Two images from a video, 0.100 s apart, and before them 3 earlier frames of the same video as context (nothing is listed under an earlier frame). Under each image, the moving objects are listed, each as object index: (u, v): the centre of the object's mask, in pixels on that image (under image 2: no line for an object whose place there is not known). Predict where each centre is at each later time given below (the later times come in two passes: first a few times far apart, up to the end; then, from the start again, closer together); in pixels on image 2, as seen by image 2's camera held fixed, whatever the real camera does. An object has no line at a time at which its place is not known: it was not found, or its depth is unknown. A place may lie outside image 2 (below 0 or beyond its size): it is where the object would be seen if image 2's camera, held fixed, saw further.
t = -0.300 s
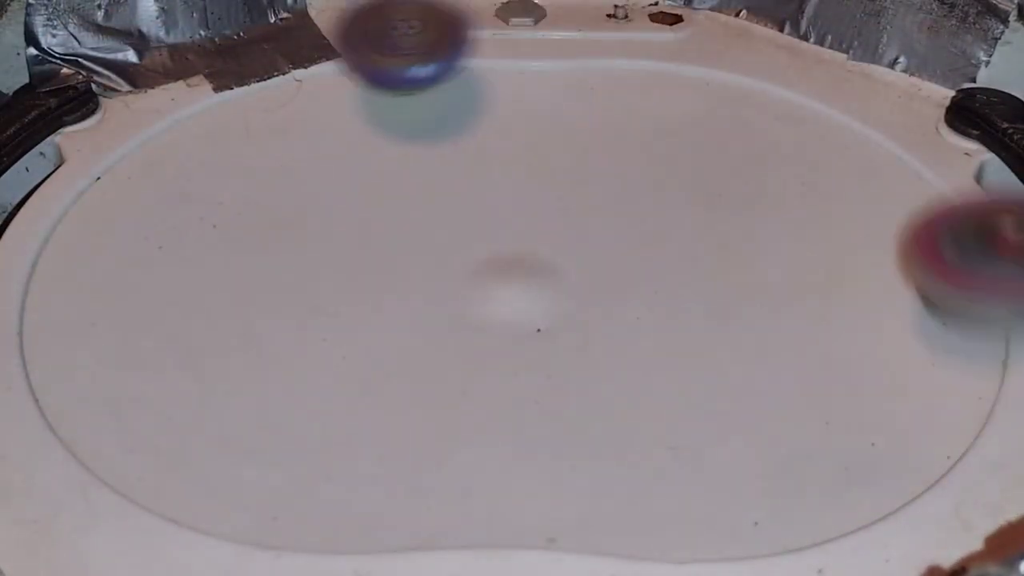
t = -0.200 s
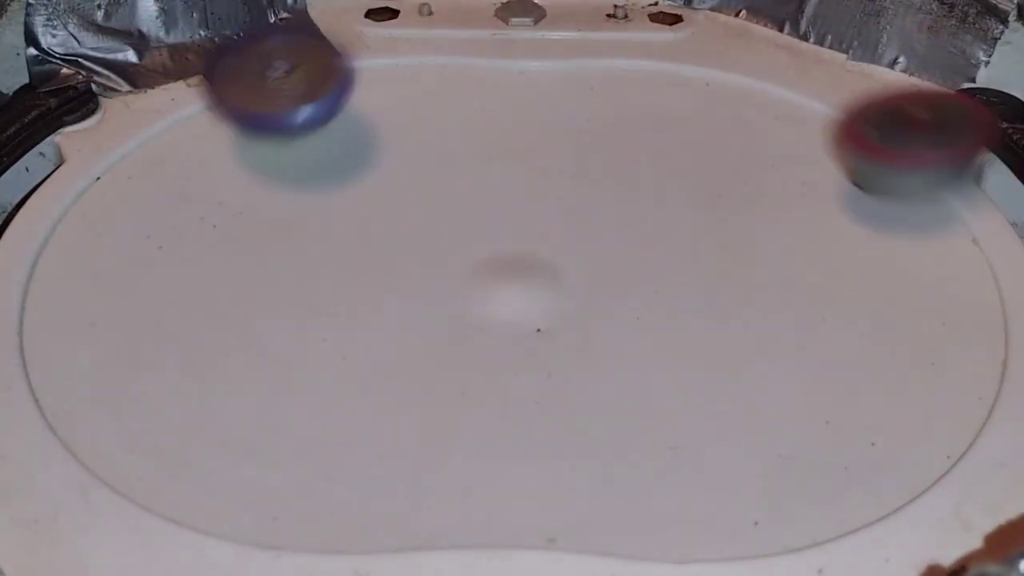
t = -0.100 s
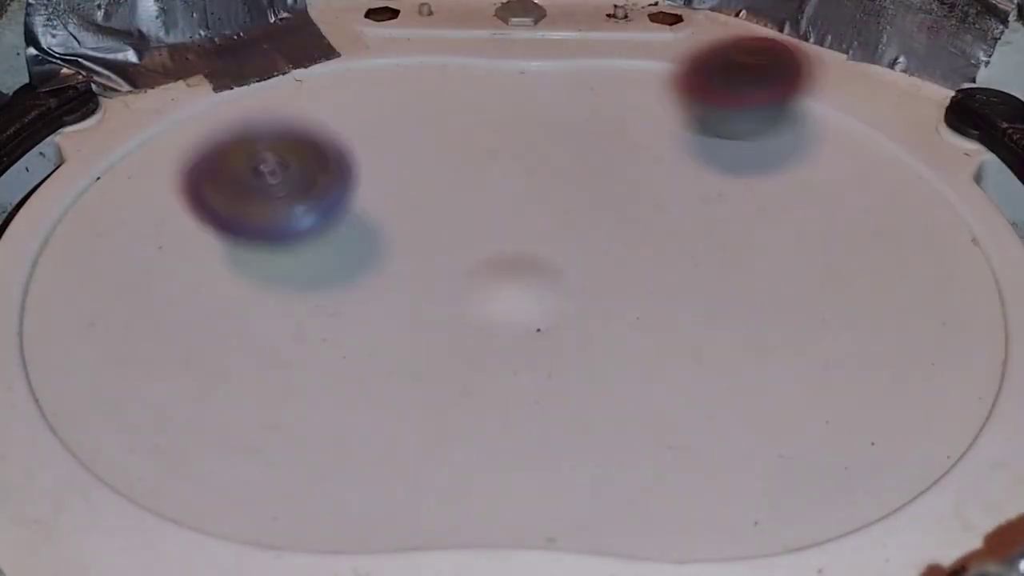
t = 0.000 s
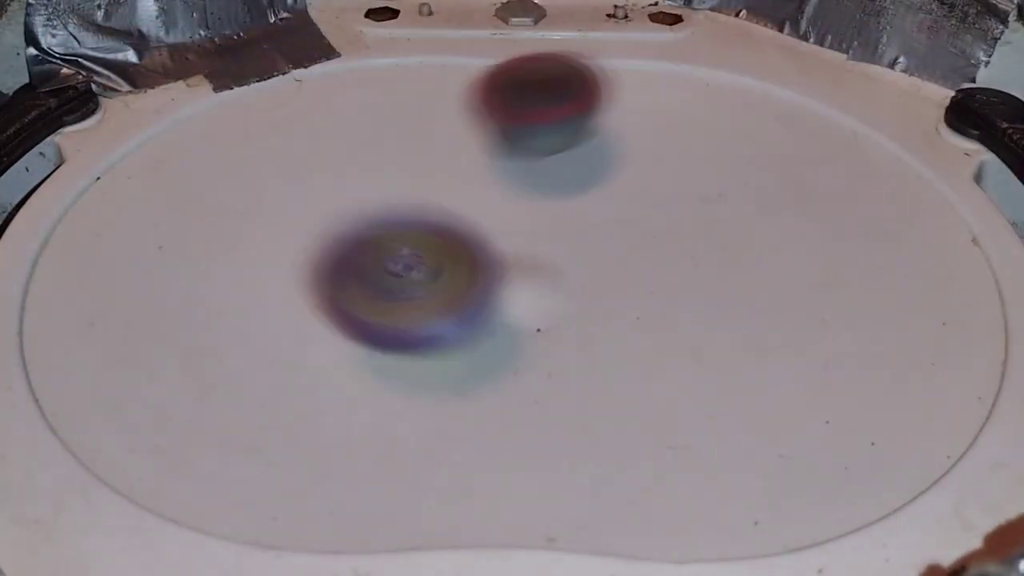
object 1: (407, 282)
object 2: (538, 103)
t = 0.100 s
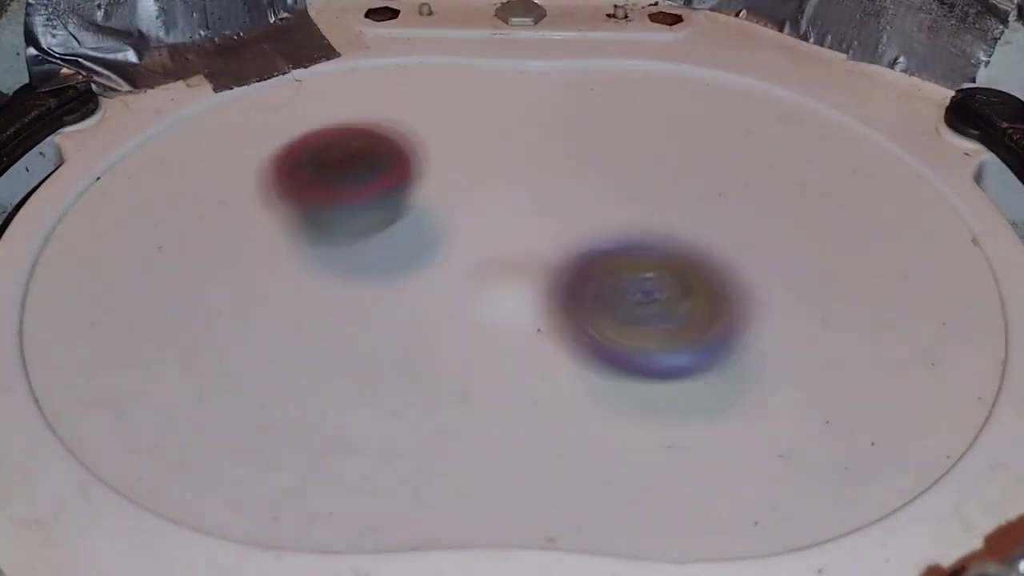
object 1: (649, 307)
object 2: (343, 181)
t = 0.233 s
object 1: (882, 211)
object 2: (201, 374)
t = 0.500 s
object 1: (698, 40)
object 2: (797, 363)
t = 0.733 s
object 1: (395, 172)
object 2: (663, 163)
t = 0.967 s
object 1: (607, 388)
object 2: (195, 209)
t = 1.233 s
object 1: (958, 246)
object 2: (482, 443)
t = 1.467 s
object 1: (707, 111)
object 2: (762, 202)
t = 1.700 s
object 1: (292, 49)
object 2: (406, 174)
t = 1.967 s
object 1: (64, 242)
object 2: (259, 431)
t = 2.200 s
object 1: (411, 396)
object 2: (779, 306)
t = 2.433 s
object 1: (733, 233)
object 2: (553, 87)
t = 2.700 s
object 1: (574, 64)
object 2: (101, 117)
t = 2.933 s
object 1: (297, 83)
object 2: (296, 390)
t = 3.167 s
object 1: (316, 273)
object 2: (767, 241)
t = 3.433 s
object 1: (732, 300)
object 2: (568, 37)
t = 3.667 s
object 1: (809, 145)
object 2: (243, 133)
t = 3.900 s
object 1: (591, 95)
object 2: (449, 360)
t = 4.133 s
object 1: (383, 201)
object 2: (901, 282)
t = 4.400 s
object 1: (526, 358)
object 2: (771, 80)
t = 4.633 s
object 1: (786, 304)
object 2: (418, 133)
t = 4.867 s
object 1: (652, 169)
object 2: (266, 335)
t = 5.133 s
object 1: (367, 162)
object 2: (737, 421)
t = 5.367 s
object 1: (250, 273)
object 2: (757, 198)
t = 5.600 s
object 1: (487, 326)
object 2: (470, 103)
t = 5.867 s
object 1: (621, 189)
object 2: (144, 171)
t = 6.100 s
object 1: (484, 112)
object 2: (299, 371)
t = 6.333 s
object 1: (327, 153)
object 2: (696, 274)
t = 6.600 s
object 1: (456, 284)
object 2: (660, 78)
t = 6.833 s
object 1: (693, 262)
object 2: (390, 78)
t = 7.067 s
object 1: (724, 159)
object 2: (320, 257)
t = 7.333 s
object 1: (526, 148)
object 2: (713, 370)
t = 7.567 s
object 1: (403, 236)
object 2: (881, 211)
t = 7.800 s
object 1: (521, 334)
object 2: (586, 115)
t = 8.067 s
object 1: (670, 257)
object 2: (275, 226)
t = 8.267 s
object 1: (578, 179)
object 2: (300, 392)
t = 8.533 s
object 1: (384, 155)
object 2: (691, 315)
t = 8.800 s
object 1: (317, 245)
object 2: (570, 125)
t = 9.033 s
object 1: (495, 283)
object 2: (317, 93)
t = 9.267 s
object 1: (638, 213)
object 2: (234, 240)
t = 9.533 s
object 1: (585, 136)
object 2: (607, 314)
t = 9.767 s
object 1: (463, 177)
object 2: (773, 175)
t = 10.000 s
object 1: (457, 254)
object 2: (614, 88)
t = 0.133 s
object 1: (727, 295)
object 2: (290, 217)
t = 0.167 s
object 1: (793, 273)
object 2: (245, 263)
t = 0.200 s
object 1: (846, 243)
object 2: (213, 311)
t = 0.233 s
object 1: (882, 211)
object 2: (201, 374)
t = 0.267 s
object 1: (905, 179)
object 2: (215, 430)
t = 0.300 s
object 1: (912, 146)
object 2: (276, 468)
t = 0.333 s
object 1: (910, 111)
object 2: (380, 444)
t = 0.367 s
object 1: (874, 85)
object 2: (481, 435)
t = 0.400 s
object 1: (831, 69)
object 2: (575, 420)
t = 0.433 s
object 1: (789, 50)
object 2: (656, 404)
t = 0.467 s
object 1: (743, 43)
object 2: (732, 387)
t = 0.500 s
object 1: (698, 40)
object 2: (797, 363)
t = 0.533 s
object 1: (649, 42)
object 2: (837, 333)
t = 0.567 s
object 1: (601, 51)
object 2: (852, 299)
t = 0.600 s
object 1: (552, 70)
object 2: (844, 265)
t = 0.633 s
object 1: (503, 90)
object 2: (817, 232)
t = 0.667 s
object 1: (458, 115)
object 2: (775, 203)
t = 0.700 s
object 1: (422, 141)
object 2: (724, 180)
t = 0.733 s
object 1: (395, 172)
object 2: (663, 163)
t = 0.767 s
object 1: (382, 204)
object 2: (599, 152)
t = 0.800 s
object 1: (381, 241)
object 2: (533, 147)
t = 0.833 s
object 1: (394, 280)
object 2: (462, 148)
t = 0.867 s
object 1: (423, 319)
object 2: (391, 155)
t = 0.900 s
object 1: (469, 347)
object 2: (321, 166)
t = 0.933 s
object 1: (529, 369)
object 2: (255, 184)
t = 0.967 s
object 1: (607, 388)
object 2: (195, 209)
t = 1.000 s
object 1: (694, 404)
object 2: (140, 245)
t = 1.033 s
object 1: (777, 406)
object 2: (98, 288)
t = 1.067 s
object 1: (854, 398)
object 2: (83, 341)
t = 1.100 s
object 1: (913, 378)
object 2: (89, 397)
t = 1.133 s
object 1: (941, 350)
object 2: (167, 430)
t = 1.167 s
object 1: (958, 317)
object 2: (266, 458)
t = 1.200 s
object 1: (959, 281)
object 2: (372, 460)
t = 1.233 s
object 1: (958, 246)
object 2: (482, 443)
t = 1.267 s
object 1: (950, 213)
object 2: (591, 428)
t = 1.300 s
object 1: (934, 188)
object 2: (680, 407)
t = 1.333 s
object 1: (900, 164)
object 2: (744, 371)
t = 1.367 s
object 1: (858, 144)
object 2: (779, 328)
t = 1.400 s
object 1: (813, 129)
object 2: (792, 283)
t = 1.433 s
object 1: (761, 119)
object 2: (785, 238)
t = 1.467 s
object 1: (707, 111)
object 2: (762, 202)
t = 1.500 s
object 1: (641, 83)
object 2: (738, 196)
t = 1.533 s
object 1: (584, 58)
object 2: (704, 188)
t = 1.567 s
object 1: (527, 40)
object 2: (656, 177)
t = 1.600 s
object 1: (468, 39)
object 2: (601, 167)
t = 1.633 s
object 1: (408, 41)
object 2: (539, 164)
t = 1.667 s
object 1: (347, 44)
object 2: (474, 167)
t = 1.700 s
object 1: (292, 49)
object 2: (406, 174)
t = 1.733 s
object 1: (242, 55)
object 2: (344, 186)
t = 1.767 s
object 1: (196, 63)
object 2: (288, 207)
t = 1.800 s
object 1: (154, 86)
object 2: (239, 235)
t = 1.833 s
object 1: (114, 114)
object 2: (200, 270)
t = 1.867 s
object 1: (83, 144)
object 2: (177, 309)
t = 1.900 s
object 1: (69, 176)
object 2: (174, 356)
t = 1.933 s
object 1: (62, 205)
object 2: (201, 400)
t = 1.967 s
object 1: (64, 242)
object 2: (259, 431)
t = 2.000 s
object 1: (72, 282)
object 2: (348, 446)
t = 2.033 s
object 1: (87, 319)
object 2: (444, 438)
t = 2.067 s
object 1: (121, 355)
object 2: (541, 424)
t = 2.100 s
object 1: (180, 381)
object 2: (635, 410)
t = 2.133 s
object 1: (252, 399)
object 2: (708, 384)
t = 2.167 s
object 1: (330, 404)
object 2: (755, 348)
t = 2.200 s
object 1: (411, 396)
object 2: (779, 306)
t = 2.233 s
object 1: (487, 381)
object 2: (782, 263)
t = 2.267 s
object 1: (552, 366)
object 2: (767, 224)
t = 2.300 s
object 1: (613, 348)
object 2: (741, 188)
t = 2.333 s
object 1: (665, 325)
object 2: (703, 156)
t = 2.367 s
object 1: (701, 297)
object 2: (657, 126)
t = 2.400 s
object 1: (723, 266)
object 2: (608, 104)
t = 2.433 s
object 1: (733, 233)
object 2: (553, 87)
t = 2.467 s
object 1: (735, 203)
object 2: (494, 76)
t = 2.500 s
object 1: (728, 174)
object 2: (433, 67)
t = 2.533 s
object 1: (716, 148)
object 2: (372, 59)
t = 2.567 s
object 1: (697, 124)
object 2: (308, 58)
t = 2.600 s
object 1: (672, 103)
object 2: (250, 62)
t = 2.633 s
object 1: (643, 85)
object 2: (194, 73)
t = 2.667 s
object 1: (611, 73)
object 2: (141, 91)
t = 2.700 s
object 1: (574, 64)
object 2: (101, 117)
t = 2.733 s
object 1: (535, 61)
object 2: (75, 152)
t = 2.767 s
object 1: (493, 60)
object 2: (67, 195)
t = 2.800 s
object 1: (450, 59)
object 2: (71, 244)
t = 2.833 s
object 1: (408, 61)
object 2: (87, 289)
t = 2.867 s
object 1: (370, 65)
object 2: (129, 335)
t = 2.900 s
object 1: (331, 73)
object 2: (203, 370)
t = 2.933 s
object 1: (297, 83)
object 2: (296, 390)
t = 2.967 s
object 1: (274, 112)
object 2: (388, 391)
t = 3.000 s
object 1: (256, 134)
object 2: (474, 378)
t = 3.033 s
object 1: (247, 157)
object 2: (564, 362)
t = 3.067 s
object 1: (249, 184)
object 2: (646, 342)
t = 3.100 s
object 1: (261, 214)
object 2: (707, 311)
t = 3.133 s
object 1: (284, 244)
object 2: (746, 278)
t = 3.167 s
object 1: (316, 273)
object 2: (767, 241)
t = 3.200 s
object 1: (357, 296)
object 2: (774, 205)
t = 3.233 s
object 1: (405, 313)
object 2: (771, 168)
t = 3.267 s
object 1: (459, 322)
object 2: (758, 133)
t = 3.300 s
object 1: (516, 326)
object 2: (735, 100)
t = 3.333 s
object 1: (577, 326)
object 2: (702, 72)
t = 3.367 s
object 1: (635, 325)
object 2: (663, 51)
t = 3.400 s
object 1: (687, 316)
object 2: (617, 40)
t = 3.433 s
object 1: (732, 300)
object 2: (568, 37)
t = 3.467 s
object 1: (769, 282)
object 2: (513, 39)
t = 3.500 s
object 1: (797, 260)
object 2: (455, 42)
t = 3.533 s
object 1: (814, 234)
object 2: (399, 44)
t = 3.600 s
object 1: (827, 187)
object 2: (301, 73)
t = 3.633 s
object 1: (822, 164)
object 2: (267, 99)
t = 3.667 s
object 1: (809, 145)
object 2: (243, 133)
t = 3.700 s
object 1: (790, 124)
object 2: (233, 168)
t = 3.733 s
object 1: (764, 109)
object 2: (238, 208)
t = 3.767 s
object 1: (733, 99)
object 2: (255, 245)
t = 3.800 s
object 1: (701, 89)
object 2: (286, 282)
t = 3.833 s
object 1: (665, 88)
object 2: (330, 317)
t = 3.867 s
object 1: (628, 89)
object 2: (385, 345)
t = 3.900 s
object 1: (591, 95)
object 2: (449, 360)
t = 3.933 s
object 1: (553, 104)
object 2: (522, 366)
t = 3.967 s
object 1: (517, 117)
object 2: (606, 371)
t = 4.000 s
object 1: (483, 130)
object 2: (685, 370)
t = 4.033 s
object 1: (451, 143)
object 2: (755, 361)
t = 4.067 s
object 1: (422, 159)
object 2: (821, 342)
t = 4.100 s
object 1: (399, 179)
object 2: (869, 313)
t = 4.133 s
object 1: (383, 201)
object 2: (901, 282)
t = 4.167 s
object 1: (372, 226)
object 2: (920, 249)
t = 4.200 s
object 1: (368, 251)
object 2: (926, 216)
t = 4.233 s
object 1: (371, 277)
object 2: (919, 184)
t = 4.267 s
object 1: (385, 302)
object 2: (903, 156)
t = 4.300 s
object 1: (409, 323)
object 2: (881, 131)
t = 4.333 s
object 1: (440, 341)
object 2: (853, 110)
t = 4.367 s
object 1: (481, 351)
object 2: (815, 92)
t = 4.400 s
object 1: (526, 358)
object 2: (771, 80)
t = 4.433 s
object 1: (574, 367)
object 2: (722, 73)
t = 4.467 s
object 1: (624, 372)
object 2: (671, 73)
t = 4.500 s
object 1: (674, 370)
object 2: (621, 76)
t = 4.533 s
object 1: (717, 361)
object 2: (570, 85)
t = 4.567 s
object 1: (750, 347)
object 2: (521, 99)
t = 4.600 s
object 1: (774, 327)
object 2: (469, 115)
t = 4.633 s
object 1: (786, 304)
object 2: (418, 133)
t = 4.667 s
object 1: (786, 278)
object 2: (376, 152)
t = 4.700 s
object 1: (778, 253)
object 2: (340, 175)
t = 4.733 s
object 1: (763, 230)
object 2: (310, 201)
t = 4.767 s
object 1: (741, 213)
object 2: (286, 232)
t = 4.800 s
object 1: (715, 195)
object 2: (270, 265)
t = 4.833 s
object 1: (685, 179)
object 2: (263, 298)
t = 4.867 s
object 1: (652, 169)
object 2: (266, 335)
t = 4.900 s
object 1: (619, 160)
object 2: (283, 371)
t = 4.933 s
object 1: (584, 154)
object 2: (316, 402)
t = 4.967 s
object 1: (547, 151)
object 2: (368, 421)
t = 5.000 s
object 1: (510, 149)
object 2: (429, 427)
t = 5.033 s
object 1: (472, 150)
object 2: (504, 429)
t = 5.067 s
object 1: (434, 152)
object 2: (588, 430)
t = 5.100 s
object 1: (399, 155)
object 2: (664, 432)
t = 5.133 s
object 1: (367, 162)
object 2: (737, 421)
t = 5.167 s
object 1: (336, 171)
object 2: (791, 395)
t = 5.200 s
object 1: (309, 183)
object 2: (819, 363)
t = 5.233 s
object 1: (286, 197)
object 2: (831, 328)
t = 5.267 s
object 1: (268, 214)
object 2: (828, 291)
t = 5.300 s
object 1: (254, 232)
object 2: (811, 257)
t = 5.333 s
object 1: (248, 252)
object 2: (788, 225)
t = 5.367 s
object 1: (250, 273)
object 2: (757, 198)
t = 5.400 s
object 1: (260, 294)
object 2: (725, 175)
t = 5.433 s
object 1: (282, 314)
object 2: (685, 154)
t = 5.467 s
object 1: (315, 329)
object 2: (644, 137)
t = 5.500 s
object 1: (356, 338)
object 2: (603, 124)
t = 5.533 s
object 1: (401, 340)
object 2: (558, 113)
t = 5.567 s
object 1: (445, 336)
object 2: (515, 108)
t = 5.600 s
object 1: (487, 326)
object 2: (470, 103)
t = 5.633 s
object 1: (525, 315)
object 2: (423, 100)
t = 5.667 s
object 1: (558, 303)
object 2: (377, 98)
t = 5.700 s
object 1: (587, 288)
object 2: (330, 100)
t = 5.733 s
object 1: (608, 270)
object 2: (285, 106)
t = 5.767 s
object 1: (621, 249)
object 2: (244, 116)
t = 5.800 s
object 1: (627, 229)
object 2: (204, 130)
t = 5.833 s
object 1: (627, 208)
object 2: (170, 148)
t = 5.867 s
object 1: (621, 189)
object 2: (144, 171)
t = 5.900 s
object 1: (613, 171)
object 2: (125, 200)
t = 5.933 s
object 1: (599, 157)
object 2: (118, 230)
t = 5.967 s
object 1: (581, 145)
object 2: (123, 266)
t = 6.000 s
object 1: (560, 133)
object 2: (144, 301)
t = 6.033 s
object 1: (537, 124)
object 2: (181, 331)
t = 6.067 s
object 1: (510, 117)
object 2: (232, 356)
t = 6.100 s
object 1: (484, 112)
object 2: (299, 371)
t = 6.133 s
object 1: (455, 108)
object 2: (366, 375)
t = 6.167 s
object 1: (427, 107)
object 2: (435, 369)
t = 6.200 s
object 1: (401, 110)
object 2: (500, 355)
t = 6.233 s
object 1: (375, 116)
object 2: (563, 342)
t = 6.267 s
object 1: (355, 125)
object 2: (621, 324)
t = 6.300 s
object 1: (338, 139)
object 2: (663, 302)
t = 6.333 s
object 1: (327, 153)
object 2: (696, 274)
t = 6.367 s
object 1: (323, 173)
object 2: (714, 247)
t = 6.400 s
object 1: (325, 192)
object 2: (728, 217)
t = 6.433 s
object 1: (333, 209)
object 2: (732, 190)
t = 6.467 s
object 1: (347, 227)
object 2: (730, 163)
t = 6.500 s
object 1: (366, 245)
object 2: (721, 139)
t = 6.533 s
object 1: (392, 261)
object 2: (707, 115)
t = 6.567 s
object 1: (421, 274)
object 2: (686, 95)
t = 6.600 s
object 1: (456, 284)
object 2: (660, 78)
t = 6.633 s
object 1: (493, 288)
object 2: (630, 66)
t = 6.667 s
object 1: (531, 290)
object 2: (597, 58)
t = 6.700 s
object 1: (569, 291)
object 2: (559, 56)
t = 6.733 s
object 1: (607, 289)
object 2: (519, 56)
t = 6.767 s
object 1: (639, 283)
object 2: (474, 63)
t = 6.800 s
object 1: (669, 273)
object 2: (430, 68)
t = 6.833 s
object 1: (693, 262)
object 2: (390, 78)
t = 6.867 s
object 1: (715, 248)
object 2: (357, 94)
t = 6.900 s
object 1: (728, 233)
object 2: (329, 116)
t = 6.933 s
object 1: (739, 217)
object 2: (311, 139)
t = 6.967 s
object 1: (743, 200)
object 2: (299, 167)
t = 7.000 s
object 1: (742, 184)
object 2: (298, 196)
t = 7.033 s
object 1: (736, 170)
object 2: (304, 228)
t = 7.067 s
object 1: (724, 159)
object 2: (320, 257)
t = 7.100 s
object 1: (707, 145)
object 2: (345, 288)
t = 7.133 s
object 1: (685, 138)
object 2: (379, 315)
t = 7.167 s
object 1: (661, 131)
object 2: (420, 334)
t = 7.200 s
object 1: (635, 129)
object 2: (472, 349)
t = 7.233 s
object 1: (608, 129)
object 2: (526, 356)
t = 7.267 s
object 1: (580, 133)
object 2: (588, 366)
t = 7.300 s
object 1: (552, 139)
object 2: (648, 371)
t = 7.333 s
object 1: (526, 148)
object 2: (713, 370)
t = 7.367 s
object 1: (500, 155)
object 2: (765, 359)
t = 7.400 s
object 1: (476, 165)
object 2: (815, 342)
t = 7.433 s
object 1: (454, 178)
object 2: (850, 321)
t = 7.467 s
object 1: (436, 189)
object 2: (876, 294)
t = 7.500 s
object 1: (421, 204)
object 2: (888, 268)
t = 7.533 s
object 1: (409, 220)
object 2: (889, 238)
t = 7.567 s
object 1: (403, 236)
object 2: (881, 211)
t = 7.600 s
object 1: (399, 255)
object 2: (860, 187)
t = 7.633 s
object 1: (406, 290)
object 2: (801, 146)
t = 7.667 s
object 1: (418, 304)
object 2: (763, 131)
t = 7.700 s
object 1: (437, 316)
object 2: (723, 121)
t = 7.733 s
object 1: (462, 325)
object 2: (677, 115)
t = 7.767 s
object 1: (491, 332)
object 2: (632, 113)
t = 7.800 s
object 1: (521, 334)
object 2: (586, 115)
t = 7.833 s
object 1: (553, 336)
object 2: (541, 121)
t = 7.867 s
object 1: (587, 339)
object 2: (495, 130)
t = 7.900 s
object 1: (616, 333)
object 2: (448, 139)
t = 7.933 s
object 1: (642, 324)
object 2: (408, 150)
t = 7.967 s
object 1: (659, 310)
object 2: (367, 166)
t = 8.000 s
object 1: (670, 293)
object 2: (334, 182)
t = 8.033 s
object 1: (674, 275)
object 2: (301, 202)
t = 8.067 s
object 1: (670, 257)
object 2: (275, 226)
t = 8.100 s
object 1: (662, 240)
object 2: (254, 251)
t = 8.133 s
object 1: (651, 225)
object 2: (239, 280)
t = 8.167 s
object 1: (636, 211)
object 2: (236, 309)
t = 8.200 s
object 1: (620, 198)
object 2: (241, 341)
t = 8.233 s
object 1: (601, 189)
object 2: (262, 367)
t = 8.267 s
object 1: (578, 179)
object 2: (300, 392)
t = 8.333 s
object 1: (532, 165)
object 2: (407, 405)
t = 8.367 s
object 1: (506, 160)
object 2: (464, 399)
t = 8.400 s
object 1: (481, 156)
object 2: (525, 389)
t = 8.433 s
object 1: (456, 153)
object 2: (585, 380)
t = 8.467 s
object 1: (431, 153)
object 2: (634, 366)
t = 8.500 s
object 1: (407, 154)
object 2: (671, 342)
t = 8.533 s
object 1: (384, 155)
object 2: (691, 315)
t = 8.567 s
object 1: (363, 160)
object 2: (697, 287)
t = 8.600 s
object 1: (345, 167)
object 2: (696, 257)
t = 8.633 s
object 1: (329, 179)
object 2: (687, 230)
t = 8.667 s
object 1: (316, 187)
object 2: (670, 204)
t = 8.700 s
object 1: (308, 200)
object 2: (651, 180)
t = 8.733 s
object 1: (305, 213)
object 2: (630, 160)
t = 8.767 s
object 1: (307, 228)
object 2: (601, 141)
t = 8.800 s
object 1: (317, 245)
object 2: (570, 125)
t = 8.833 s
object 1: (333, 259)
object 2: (539, 114)
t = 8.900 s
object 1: (377, 279)
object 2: (465, 96)
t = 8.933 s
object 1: (405, 285)
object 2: (429, 90)
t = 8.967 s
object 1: (435, 287)
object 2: (390, 88)
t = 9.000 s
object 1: (465, 286)
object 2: (352, 88)
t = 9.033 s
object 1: (495, 283)
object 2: (317, 93)
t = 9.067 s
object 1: (525, 279)
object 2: (285, 104)
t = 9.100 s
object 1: (553, 272)
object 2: (256, 119)
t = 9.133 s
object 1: (578, 262)
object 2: (235, 137)
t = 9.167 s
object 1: (598, 251)
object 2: (219, 161)
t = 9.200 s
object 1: (616, 239)
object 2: (213, 185)
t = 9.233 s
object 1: (629, 227)
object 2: (219, 212)
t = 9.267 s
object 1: (638, 213)
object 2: (234, 240)
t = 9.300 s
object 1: (644, 200)
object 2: (260, 265)
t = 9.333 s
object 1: (647, 187)
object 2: (296, 287)
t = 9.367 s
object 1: (646, 174)
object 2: (340, 307)
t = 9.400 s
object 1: (641, 162)
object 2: (390, 319)
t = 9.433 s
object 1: (631, 152)
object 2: (444, 324)
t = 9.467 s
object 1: (618, 144)
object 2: (499, 323)
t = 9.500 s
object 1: (603, 138)
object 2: (552, 321)
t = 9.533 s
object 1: (585, 136)
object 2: (607, 314)
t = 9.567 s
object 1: (567, 132)
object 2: (655, 301)
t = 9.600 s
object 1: (546, 136)
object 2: (692, 286)
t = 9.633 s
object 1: (526, 140)
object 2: (722, 266)
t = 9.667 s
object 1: (508, 146)
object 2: (746, 243)
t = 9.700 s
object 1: (490, 154)
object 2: (764, 220)
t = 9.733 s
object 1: (475, 165)
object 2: (772, 198)
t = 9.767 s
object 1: (463, 177)
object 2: (773, 175)
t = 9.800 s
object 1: (455, 187)
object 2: (769, 154)
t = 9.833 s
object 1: (451, 200)
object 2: (757, 133)
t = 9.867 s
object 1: (451, 214)
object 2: (737, 117)
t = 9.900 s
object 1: (450, 227)
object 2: (712, 103)
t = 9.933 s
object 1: (454, 234)
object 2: (681, 92)
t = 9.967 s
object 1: (455, 243)
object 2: (650, 87)
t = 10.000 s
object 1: (457, 254)
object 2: (614, 88)
